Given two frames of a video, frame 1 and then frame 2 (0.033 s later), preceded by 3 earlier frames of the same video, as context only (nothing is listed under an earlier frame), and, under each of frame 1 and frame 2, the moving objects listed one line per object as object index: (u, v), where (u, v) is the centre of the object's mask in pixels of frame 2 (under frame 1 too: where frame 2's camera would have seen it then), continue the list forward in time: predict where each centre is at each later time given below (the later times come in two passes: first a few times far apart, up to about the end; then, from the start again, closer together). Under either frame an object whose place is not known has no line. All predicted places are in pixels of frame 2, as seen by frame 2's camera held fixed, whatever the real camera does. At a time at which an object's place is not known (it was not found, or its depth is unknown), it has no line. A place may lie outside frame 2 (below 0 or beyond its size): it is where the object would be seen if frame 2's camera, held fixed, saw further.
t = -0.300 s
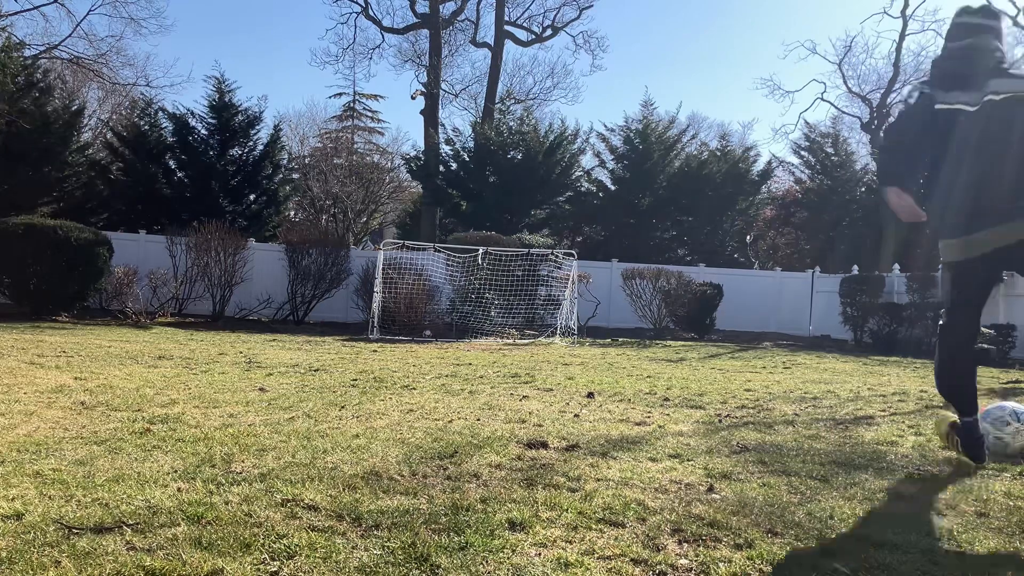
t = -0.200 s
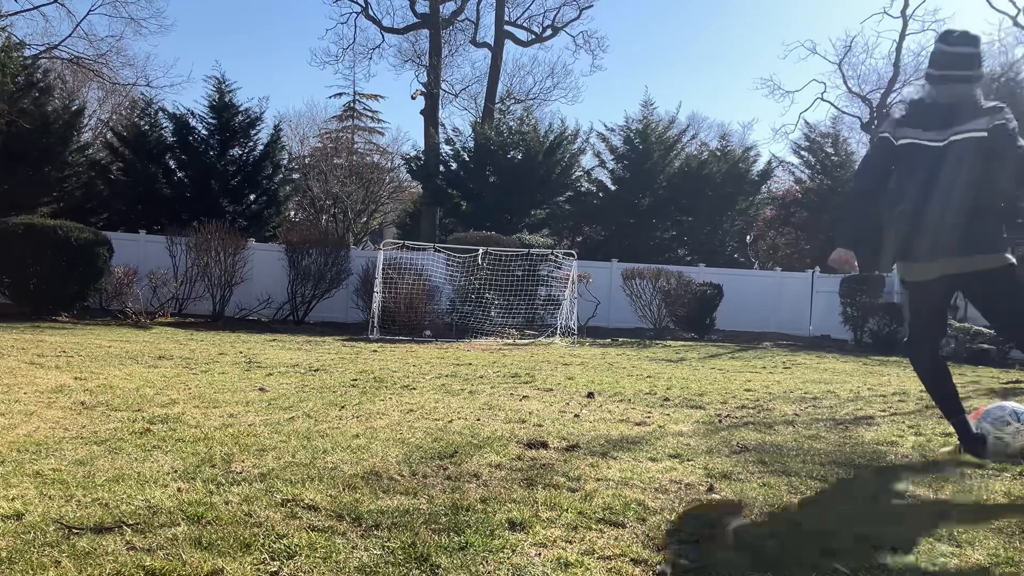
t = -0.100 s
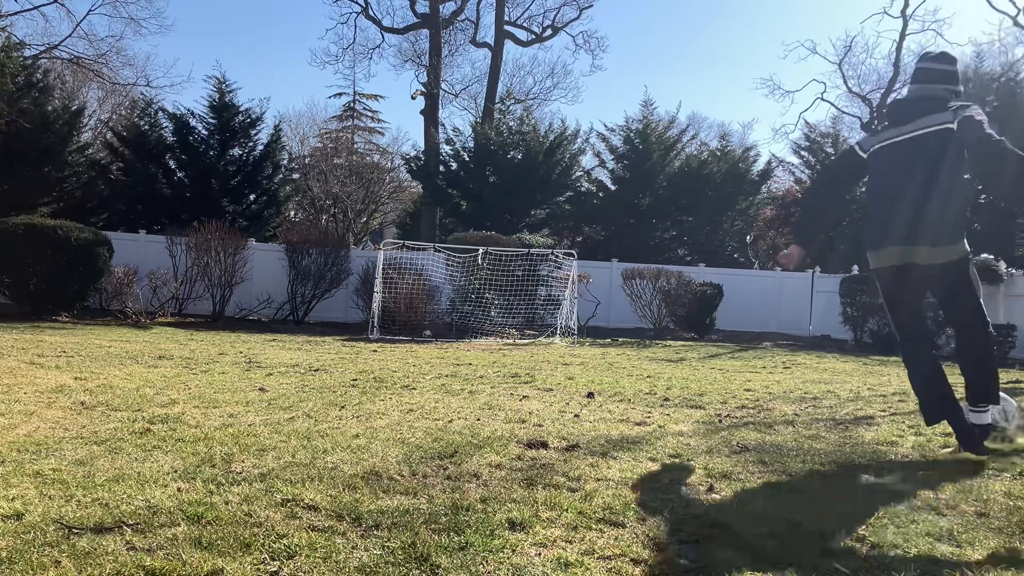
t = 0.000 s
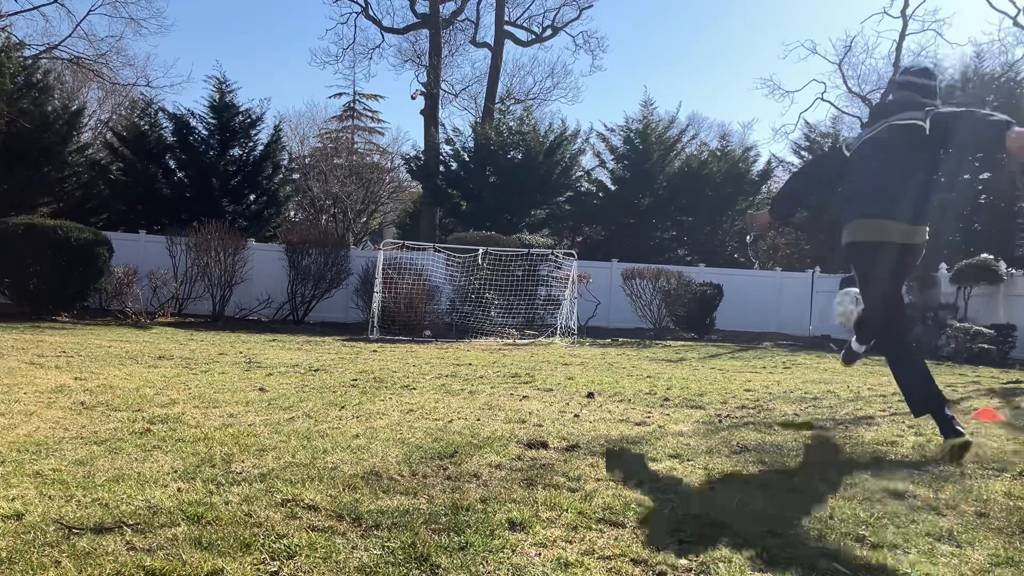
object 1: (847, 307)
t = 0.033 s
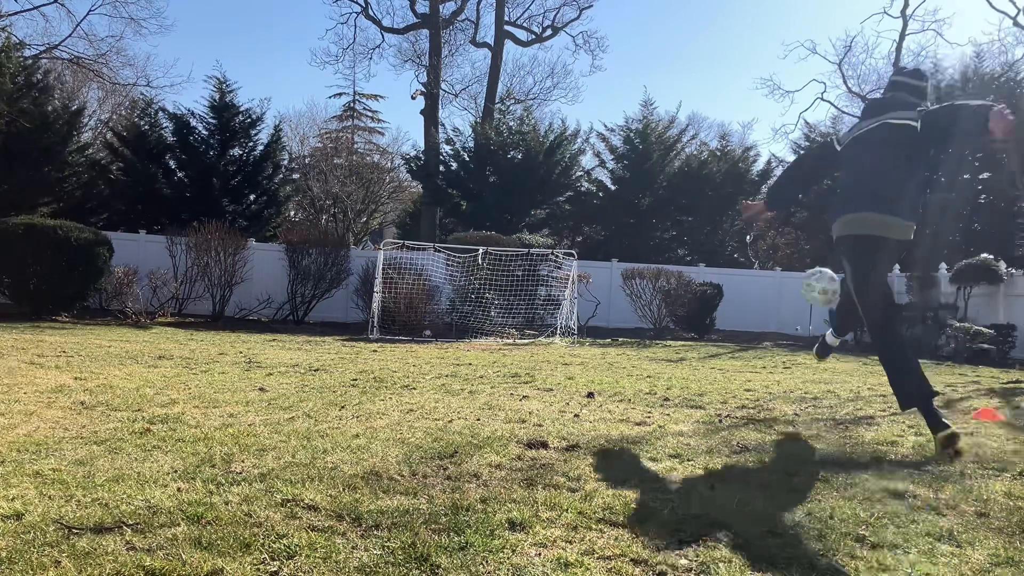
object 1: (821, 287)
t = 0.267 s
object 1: (677, 226)
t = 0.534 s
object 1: (594, 238)
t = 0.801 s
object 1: (544, 279)
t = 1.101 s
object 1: (501, 338)
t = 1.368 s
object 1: (474, 306)
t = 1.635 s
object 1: (463, 321)
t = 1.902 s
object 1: (462, 335)
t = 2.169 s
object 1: (463, 335)
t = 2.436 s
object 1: (463, 335)
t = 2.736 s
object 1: (463, 335)
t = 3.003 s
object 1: (463, 335)
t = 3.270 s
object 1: (463, 335)
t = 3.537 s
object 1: (463, 335)
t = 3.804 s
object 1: (463, 335)
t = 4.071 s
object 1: (463, 335)
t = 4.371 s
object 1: (463, 335)
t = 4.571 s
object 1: (463, 335)
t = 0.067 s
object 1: (792, 270)
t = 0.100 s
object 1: (767, 256)
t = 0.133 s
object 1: (745, 247)
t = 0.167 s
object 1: (725, 239)
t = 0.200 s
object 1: (708, 233)
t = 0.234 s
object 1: (692, 229)
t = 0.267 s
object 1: (677, 226)
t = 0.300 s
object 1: (664, 224)
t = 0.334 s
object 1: (652, 224)
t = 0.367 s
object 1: (641, 225)
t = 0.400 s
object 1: (630, 226)
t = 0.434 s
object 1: (620, 228)
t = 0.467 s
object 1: (611, 231)
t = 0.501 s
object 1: (602, 234)
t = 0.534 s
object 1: (594, 238)
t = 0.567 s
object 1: (586, 242)
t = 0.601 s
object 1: (579, 247)
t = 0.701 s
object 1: (559, 264)
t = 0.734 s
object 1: (553, 269)
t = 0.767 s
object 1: (549, 272)
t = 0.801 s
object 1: (544, 279)
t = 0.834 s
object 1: (539, 286)
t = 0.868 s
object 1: (534, 293)
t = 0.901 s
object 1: (529, 300)
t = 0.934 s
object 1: (524, 308)
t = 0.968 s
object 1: (519, 317)
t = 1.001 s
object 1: (515, 324)
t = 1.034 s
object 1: (510, 332)
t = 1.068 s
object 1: (505, 340)
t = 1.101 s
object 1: (501, 338)
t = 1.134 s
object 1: (499, 331)
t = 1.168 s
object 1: (495, 327)
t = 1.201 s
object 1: (492, 320)
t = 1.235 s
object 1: (490, 318)
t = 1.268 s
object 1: (484, 312)
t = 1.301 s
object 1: (481, 310)
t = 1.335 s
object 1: (479, 308)
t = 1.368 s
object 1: (474, 306)
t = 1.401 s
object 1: (470, 306)
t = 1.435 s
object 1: (468, 305)
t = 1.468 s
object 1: (466, 306)
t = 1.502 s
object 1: (464, 305)
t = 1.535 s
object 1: (464, 308)
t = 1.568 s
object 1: (463, 311)
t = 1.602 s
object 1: (464, 316)
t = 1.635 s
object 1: (463, 321)
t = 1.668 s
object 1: (462, 326)
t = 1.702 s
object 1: (463, 332)
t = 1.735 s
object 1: (463, 335)
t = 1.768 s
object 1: (462, 335)
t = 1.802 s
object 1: (462, 334)
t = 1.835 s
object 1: (462, 335)
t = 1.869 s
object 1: (462, 335)
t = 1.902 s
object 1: (462, 335)
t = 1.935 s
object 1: (462, 335)
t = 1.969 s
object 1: (462, 335)
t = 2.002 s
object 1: (462, 335)
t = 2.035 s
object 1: (462, 335)
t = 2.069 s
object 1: (462, 335)
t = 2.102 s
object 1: (462, 335)
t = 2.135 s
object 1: (462, 335)
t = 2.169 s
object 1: (463, 335)
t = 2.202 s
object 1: (463, 335)
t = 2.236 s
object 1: (463, 335)
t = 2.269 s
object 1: (463, 335)
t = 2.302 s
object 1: (463, 335)
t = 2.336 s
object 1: (463, 335)
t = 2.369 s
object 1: (463, 335)
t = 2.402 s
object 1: (463, 335)
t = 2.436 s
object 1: (463, 335)
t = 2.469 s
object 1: (463, 335)
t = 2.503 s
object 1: (463, 335)
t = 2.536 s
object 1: (463, 335)
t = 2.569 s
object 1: (463, 335)
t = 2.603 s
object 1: (463, 335)
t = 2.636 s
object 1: (463, 335)
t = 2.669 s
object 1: (463, 335)
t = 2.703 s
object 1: (463, 335)
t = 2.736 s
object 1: (463, 335)
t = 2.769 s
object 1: (463, 335)
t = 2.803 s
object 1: (463, 335)
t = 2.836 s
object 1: (463, 335)
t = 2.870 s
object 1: (463, 335)
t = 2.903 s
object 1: (463, 335)
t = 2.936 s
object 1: (463, 335)
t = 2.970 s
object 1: (463, 335)
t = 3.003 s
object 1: (463, 335)
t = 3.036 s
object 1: (463, 335)
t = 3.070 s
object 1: (463, 335)
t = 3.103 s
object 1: (463, 335)
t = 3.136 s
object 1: (463, 335)
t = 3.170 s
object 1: (463, 335)
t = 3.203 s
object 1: (463, 335)
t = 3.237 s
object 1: (463, 335)
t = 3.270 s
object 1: (463, 335)
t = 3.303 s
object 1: (463, 335)
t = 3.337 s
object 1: (463, 335)
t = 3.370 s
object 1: (463, 335)
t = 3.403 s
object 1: (463, 335)
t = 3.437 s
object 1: (463, 335)
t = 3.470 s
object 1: (463, 335)
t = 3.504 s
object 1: (463, 335)
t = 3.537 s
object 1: (463, 335)
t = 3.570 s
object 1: (463, 335)
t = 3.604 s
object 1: (463, 335)
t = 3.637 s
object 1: (463, 335)
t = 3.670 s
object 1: (463, 335)
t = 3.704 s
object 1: (463, 335)
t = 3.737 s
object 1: (463, 335)
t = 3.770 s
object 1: (463, 335)
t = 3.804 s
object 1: (463, 335)
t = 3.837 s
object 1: (463, 335)
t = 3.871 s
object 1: (463, 335)
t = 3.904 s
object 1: (463, 335)
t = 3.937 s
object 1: (463, 335)
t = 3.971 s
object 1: (463, 335)
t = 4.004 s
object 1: (463, 335)
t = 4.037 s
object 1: (463, 335)
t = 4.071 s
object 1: (463, 335)
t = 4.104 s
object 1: (463, 335)
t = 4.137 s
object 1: (463, 335)
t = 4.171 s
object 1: (463, 335)
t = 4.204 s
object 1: (463, 335)
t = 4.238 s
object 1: (463, 335)
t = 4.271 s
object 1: (463, 335)
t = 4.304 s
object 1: (463, 335)
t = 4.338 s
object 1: (463, 335)
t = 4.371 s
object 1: (463, 335)
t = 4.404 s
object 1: (463, 335)
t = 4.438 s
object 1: (463, 335)
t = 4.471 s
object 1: (463, 335)
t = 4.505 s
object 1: (463, 335)
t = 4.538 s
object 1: (463, 335)
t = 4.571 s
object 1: (463, 335)
